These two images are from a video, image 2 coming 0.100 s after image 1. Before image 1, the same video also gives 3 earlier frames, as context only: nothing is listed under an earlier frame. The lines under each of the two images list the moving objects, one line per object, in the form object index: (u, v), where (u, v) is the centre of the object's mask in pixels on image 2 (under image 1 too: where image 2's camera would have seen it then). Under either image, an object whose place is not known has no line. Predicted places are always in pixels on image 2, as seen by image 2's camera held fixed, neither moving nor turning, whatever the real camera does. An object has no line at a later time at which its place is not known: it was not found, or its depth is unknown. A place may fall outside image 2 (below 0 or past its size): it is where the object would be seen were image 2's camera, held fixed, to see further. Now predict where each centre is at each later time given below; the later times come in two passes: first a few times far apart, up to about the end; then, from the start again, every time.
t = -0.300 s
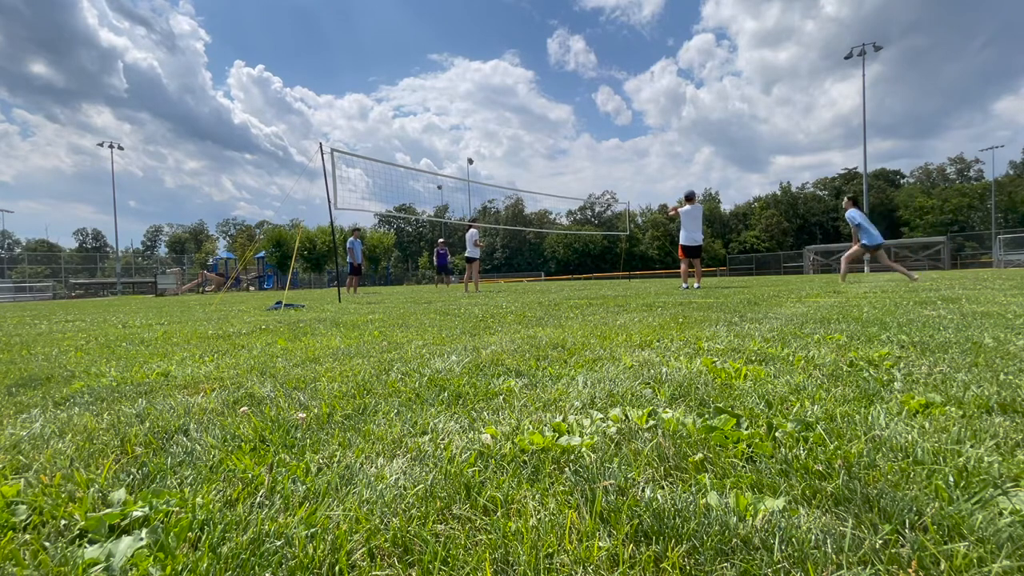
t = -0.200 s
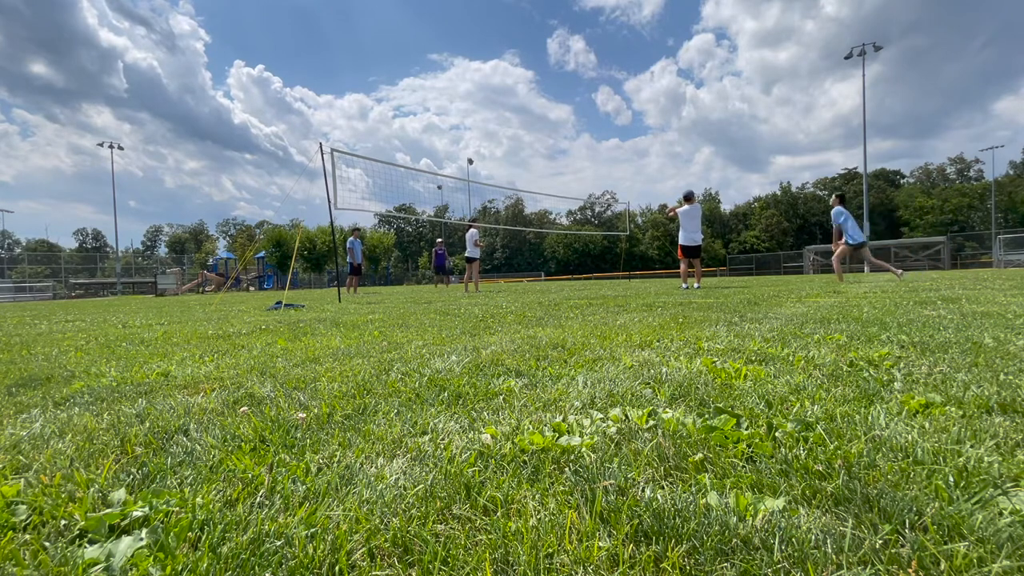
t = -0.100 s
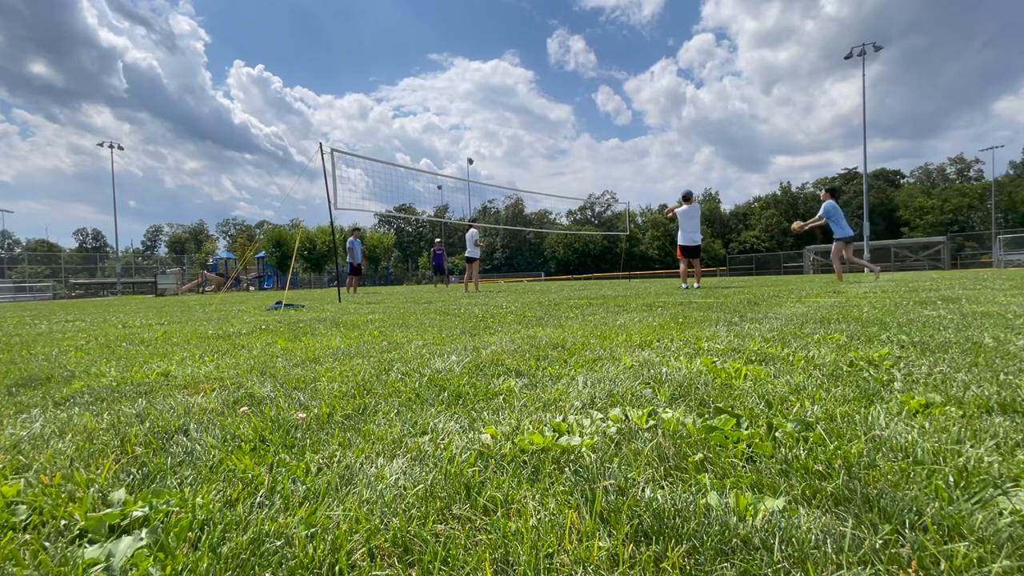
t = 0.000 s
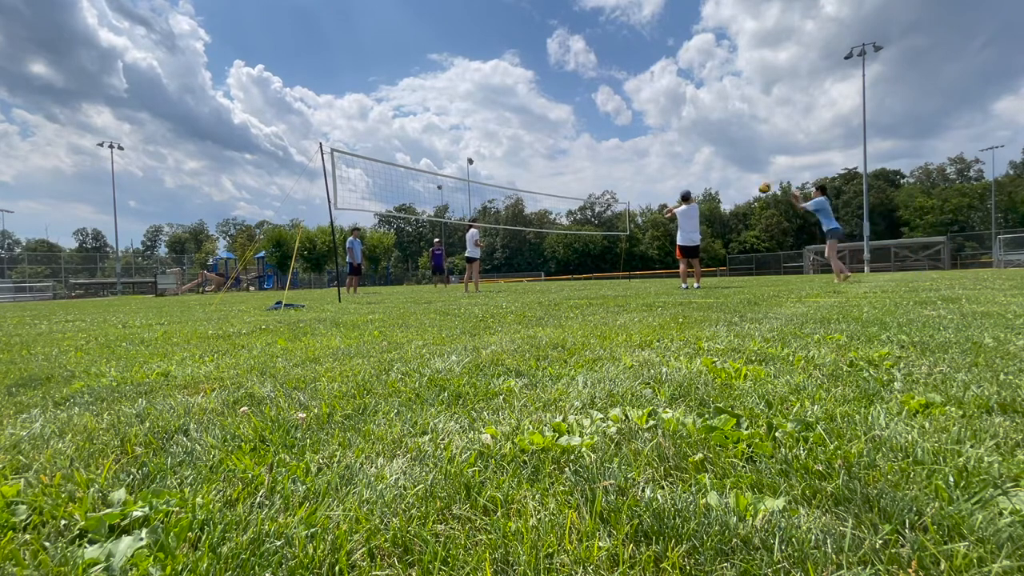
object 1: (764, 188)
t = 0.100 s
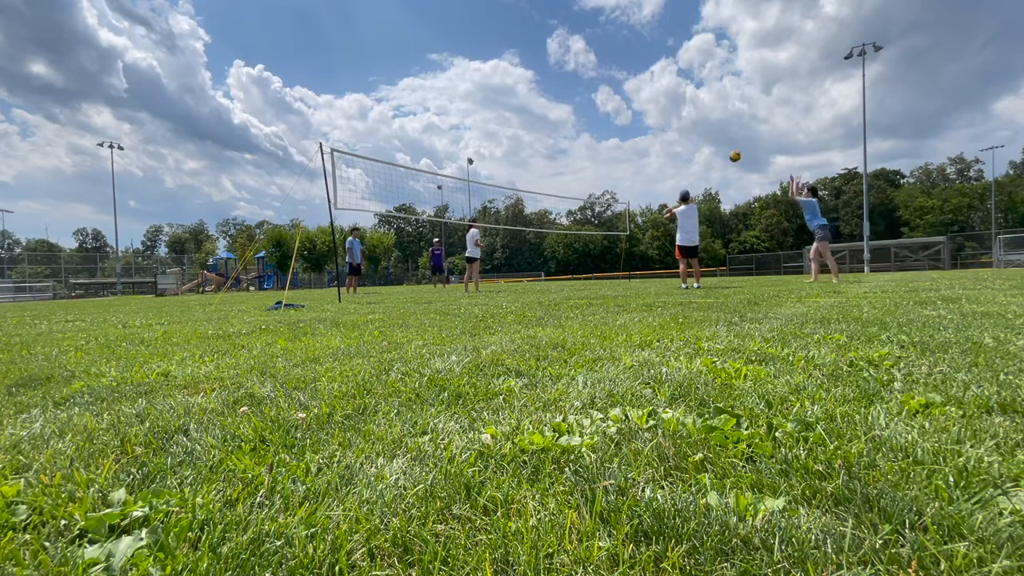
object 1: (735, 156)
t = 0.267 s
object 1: (693, 118)
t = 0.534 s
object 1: (639, 91)
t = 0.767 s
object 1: (601, 92)
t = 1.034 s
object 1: (564, 118)
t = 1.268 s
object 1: (538, 159)
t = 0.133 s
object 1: (726, 147)
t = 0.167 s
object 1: (717, 139)
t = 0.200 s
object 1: (709, 131)
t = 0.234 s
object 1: (701, 124)
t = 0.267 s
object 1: (693, 118)
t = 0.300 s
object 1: (686, 113)
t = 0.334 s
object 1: (678, 108)
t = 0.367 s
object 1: (671, 104)
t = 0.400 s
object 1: (665, 100)
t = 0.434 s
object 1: (658, 97)
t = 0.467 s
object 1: (652, 94)
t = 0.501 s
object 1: (645, 92)
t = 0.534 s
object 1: (639, 91)
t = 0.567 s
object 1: (633, 90)
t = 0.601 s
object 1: (627, 89)
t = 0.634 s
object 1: (622, 89)
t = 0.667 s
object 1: (616, 89)
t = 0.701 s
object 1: (611, 90)
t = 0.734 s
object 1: (606, 91)
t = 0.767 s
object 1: (601, 92)
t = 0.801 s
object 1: (596, 94)
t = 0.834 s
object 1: (591, 96)
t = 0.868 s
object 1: (586, 99)
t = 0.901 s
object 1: (582, 102)
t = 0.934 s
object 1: (577, 105)
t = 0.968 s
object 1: (573, 109)
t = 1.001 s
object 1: (568, 113)
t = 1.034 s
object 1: (564, 118)
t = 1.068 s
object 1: (560, 123)
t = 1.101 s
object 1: (556, 128)
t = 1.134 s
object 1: (552, 134)
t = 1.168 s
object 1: (549, 139)
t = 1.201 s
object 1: (545, 146)
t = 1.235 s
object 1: (541, 152)
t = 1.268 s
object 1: (538, 159)
